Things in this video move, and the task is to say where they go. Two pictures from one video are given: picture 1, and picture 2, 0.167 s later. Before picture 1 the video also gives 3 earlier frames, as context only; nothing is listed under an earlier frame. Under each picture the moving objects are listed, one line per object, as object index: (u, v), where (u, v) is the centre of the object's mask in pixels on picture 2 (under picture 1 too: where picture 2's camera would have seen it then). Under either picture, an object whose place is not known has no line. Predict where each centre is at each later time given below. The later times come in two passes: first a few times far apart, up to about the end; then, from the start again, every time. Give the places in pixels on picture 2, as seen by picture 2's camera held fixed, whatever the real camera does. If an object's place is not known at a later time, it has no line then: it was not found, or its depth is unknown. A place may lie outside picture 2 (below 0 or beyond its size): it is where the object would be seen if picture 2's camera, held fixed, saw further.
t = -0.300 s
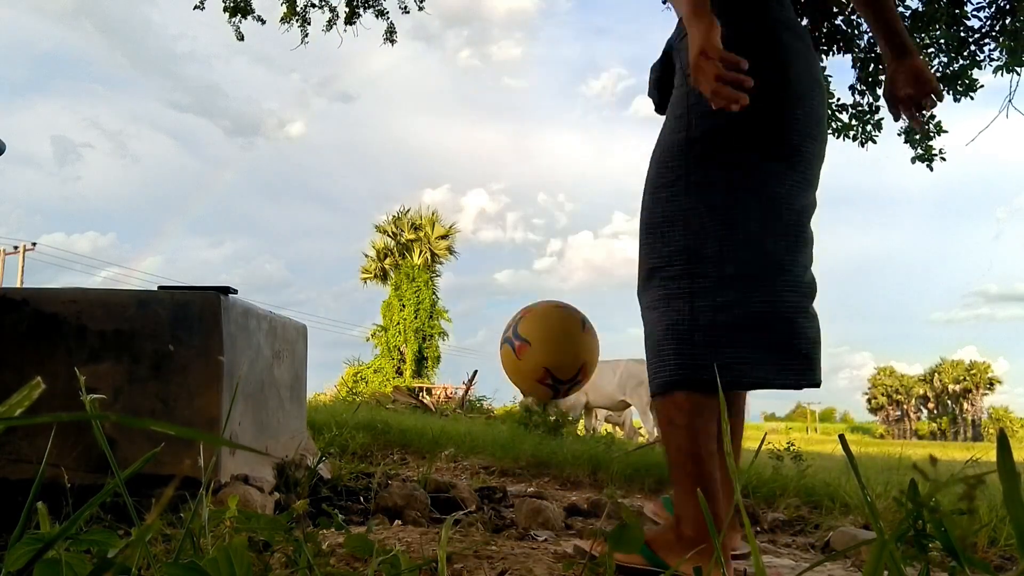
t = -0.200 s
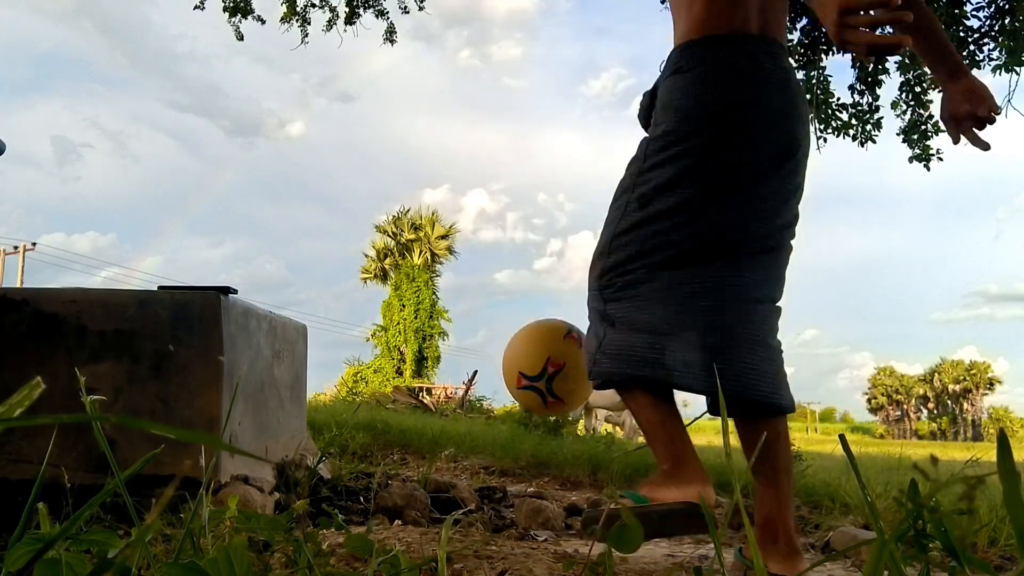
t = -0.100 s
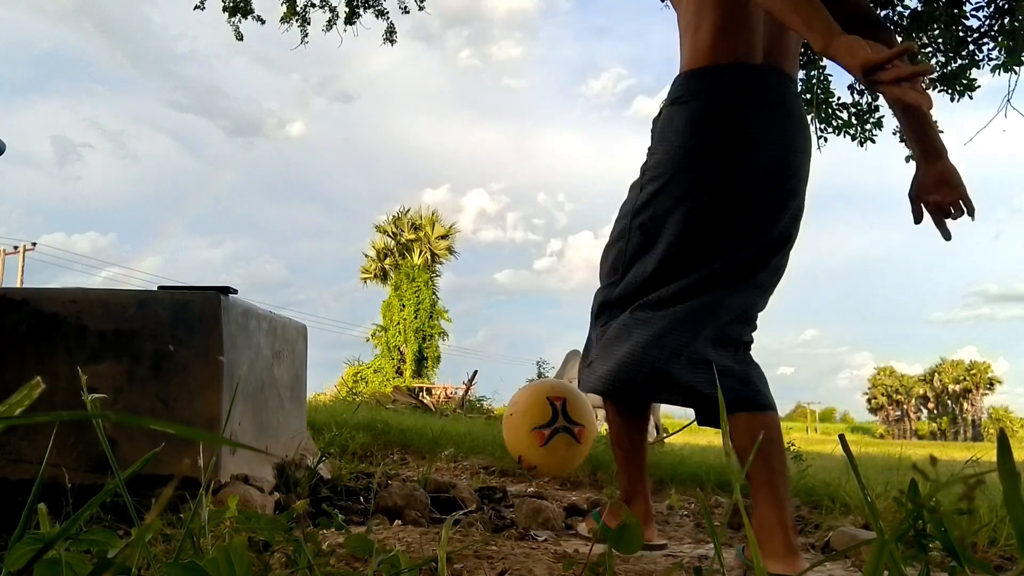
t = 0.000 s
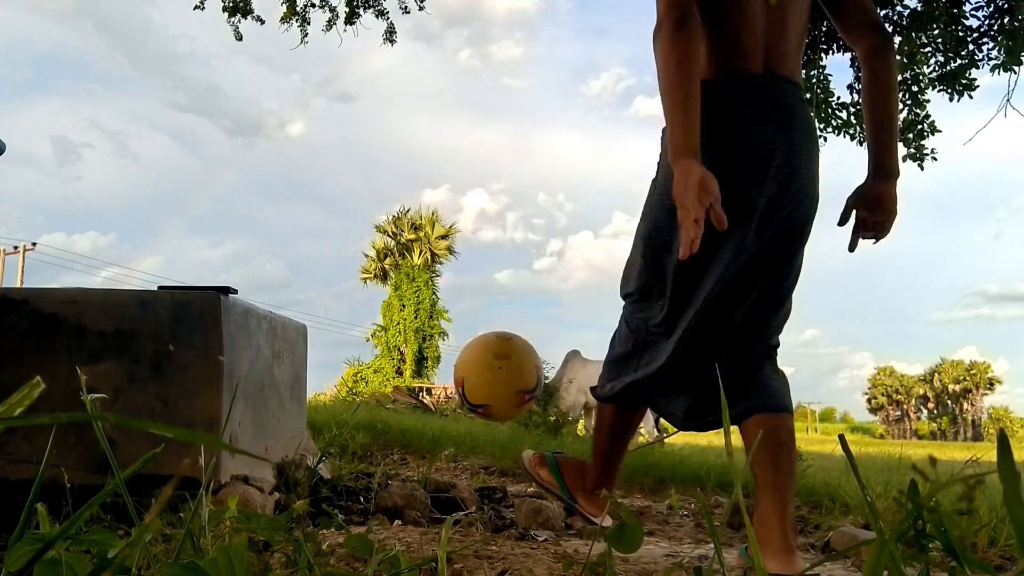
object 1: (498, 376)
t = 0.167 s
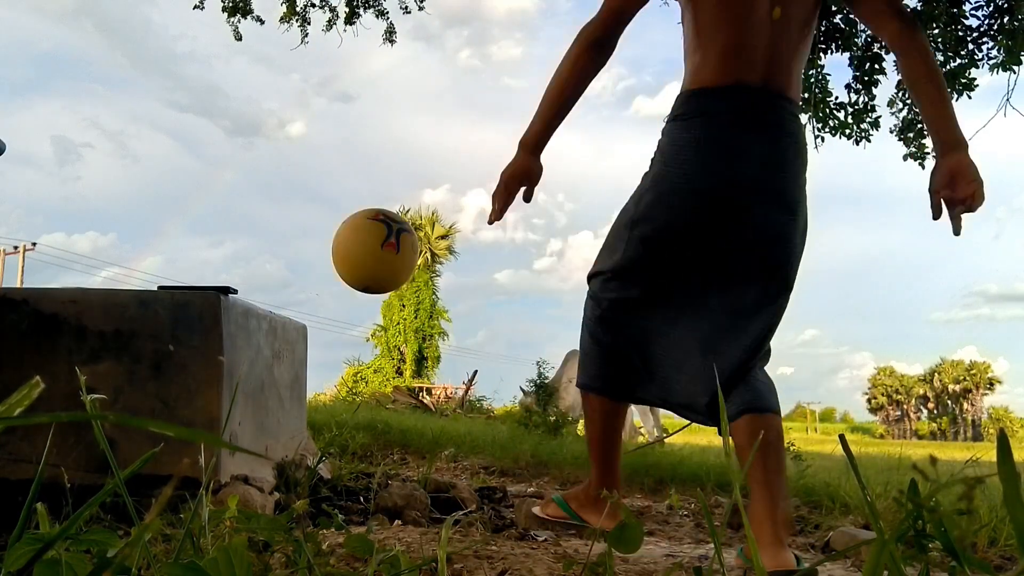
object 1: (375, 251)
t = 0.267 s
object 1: (303, 230)
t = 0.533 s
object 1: (143, 240)
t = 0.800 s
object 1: (72, 262)
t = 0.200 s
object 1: (351, 239)
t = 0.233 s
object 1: (327, 232)
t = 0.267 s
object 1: (303, 230)
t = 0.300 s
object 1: (279, 231)
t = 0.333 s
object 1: (255, 237)
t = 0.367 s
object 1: (231, 246)
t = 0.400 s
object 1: (208, 254)
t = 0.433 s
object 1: (192, 247)
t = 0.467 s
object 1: (176, 241)
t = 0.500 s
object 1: (160, 239)
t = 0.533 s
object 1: (143, 240)
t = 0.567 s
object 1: (125, 246)
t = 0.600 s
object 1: (107, 253)
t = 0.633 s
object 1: (89, 260)
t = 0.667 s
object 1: (76, 260)
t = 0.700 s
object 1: (63, 262)
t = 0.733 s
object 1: (50, 266)
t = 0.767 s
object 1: (53, 265)
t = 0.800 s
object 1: (72, 262)
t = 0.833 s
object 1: (89, 260)
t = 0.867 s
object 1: (106, 261)
